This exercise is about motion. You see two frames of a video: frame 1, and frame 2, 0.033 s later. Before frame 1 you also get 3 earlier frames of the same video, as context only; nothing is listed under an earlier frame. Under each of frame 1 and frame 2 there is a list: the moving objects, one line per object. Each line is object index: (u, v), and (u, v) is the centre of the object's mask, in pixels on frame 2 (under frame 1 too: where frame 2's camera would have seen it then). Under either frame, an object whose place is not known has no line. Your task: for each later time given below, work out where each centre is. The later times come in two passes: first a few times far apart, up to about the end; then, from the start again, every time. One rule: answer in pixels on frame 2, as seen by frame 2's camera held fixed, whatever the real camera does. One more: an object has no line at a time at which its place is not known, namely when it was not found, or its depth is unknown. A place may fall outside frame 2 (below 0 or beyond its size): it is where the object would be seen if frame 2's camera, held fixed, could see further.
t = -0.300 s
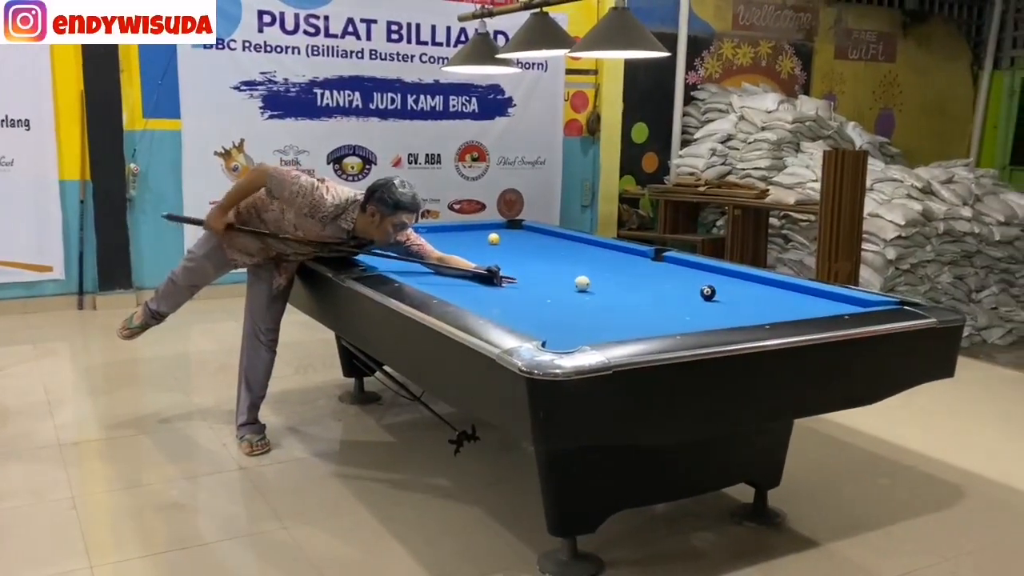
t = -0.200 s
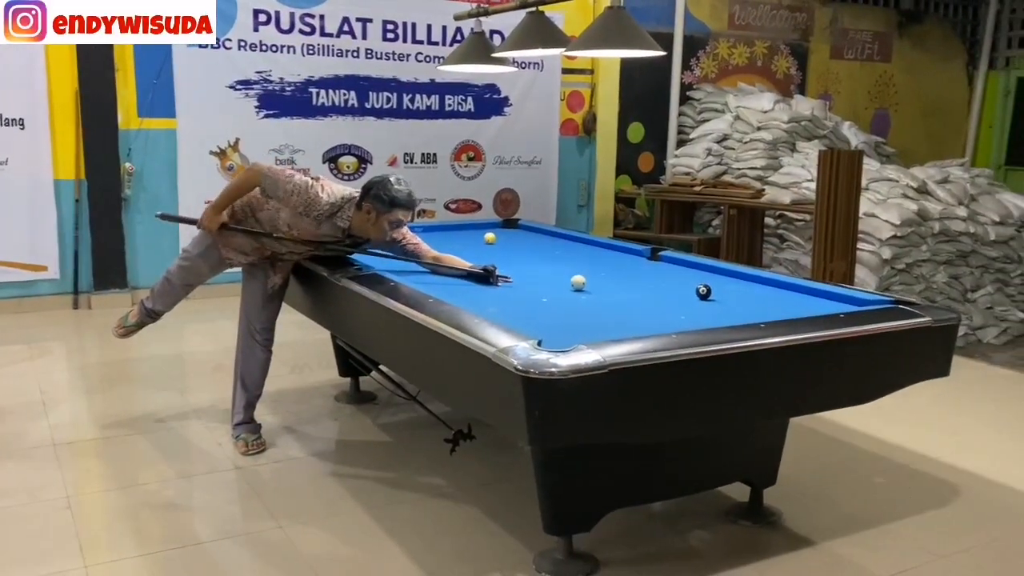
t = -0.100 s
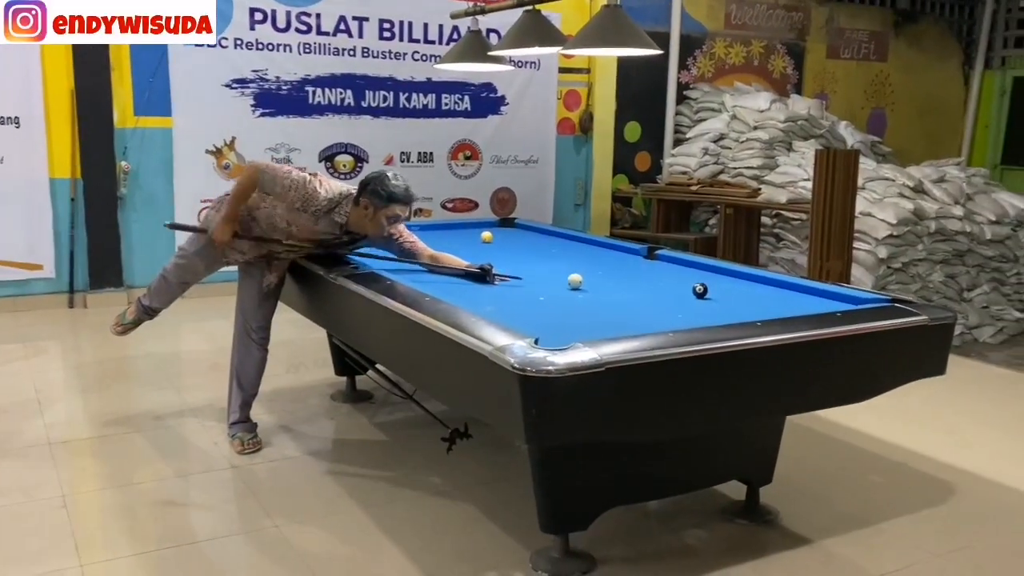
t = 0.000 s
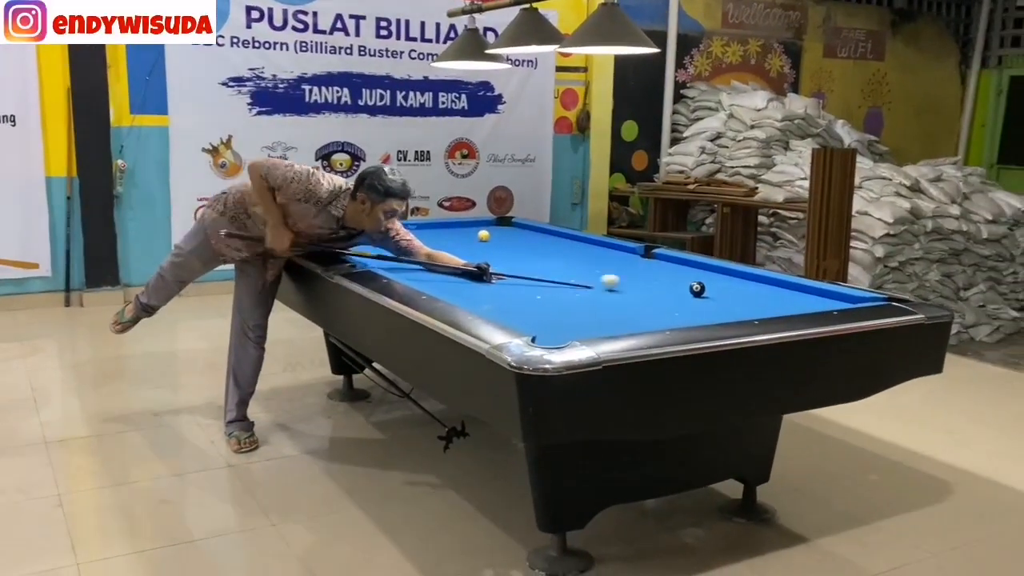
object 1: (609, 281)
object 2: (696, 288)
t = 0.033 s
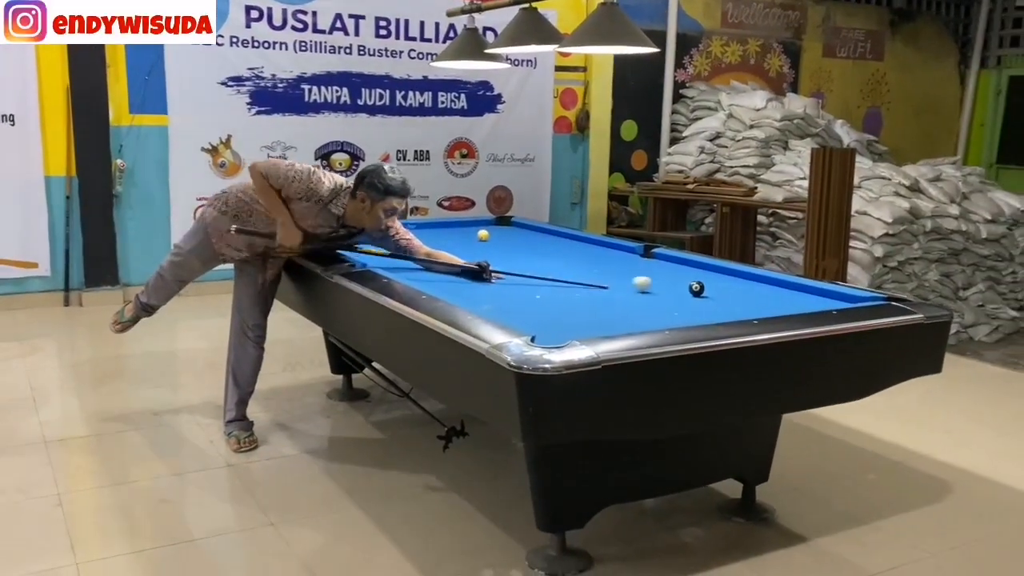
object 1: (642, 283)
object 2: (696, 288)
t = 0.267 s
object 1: (669, 284)
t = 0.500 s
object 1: (645, 280)
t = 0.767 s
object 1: (621, 276)
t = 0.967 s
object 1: (603, 274)
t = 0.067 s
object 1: (674, 285)
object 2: (696, 288)
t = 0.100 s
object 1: (681, 286)
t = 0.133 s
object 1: (680, 285)
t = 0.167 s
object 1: (679, 285)
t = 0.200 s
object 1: (676, 285)
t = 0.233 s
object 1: (673, 284)
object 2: (846, 299)
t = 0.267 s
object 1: (669, 284)
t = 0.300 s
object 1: (666, 283)
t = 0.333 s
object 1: (662, 283)
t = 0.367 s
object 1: (659, 282)
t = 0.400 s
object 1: (655, 282)
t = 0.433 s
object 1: (652, 281)
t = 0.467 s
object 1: (649, 281)
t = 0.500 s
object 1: (645, 280)
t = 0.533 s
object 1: (642, 280)
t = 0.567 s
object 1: (639, 279)
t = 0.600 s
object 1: (635, 279)
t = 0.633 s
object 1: (633, 278)
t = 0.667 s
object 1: (630, 278)
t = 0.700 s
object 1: (627, 277)
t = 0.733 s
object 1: (624, 277)
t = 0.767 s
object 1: (621, 276)
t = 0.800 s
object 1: (618, 276)
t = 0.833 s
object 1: (615, 276)
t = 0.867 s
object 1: (612, 275)
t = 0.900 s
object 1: (609, 275)
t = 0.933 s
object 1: (606, 274)
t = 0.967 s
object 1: (603, 274)
